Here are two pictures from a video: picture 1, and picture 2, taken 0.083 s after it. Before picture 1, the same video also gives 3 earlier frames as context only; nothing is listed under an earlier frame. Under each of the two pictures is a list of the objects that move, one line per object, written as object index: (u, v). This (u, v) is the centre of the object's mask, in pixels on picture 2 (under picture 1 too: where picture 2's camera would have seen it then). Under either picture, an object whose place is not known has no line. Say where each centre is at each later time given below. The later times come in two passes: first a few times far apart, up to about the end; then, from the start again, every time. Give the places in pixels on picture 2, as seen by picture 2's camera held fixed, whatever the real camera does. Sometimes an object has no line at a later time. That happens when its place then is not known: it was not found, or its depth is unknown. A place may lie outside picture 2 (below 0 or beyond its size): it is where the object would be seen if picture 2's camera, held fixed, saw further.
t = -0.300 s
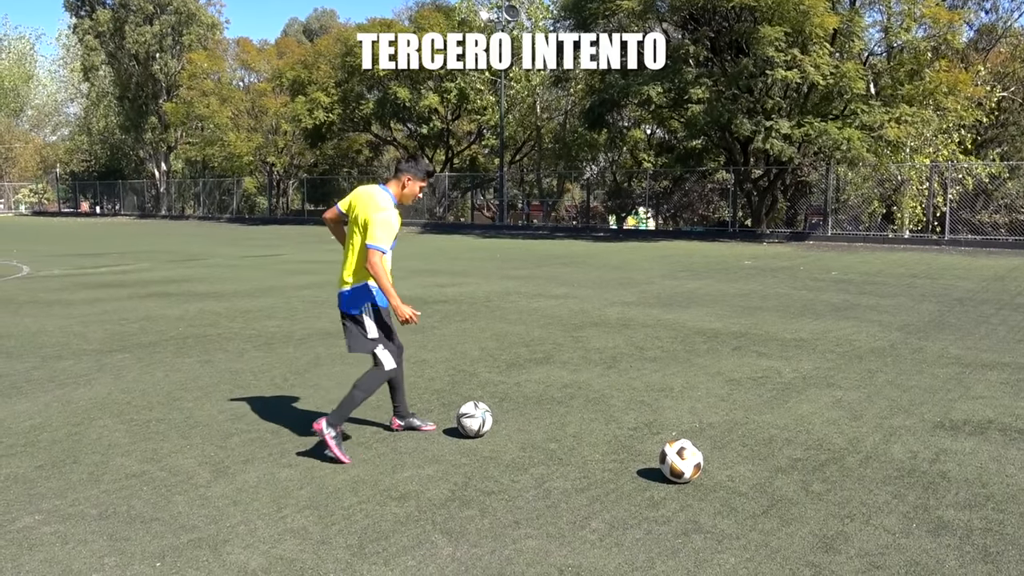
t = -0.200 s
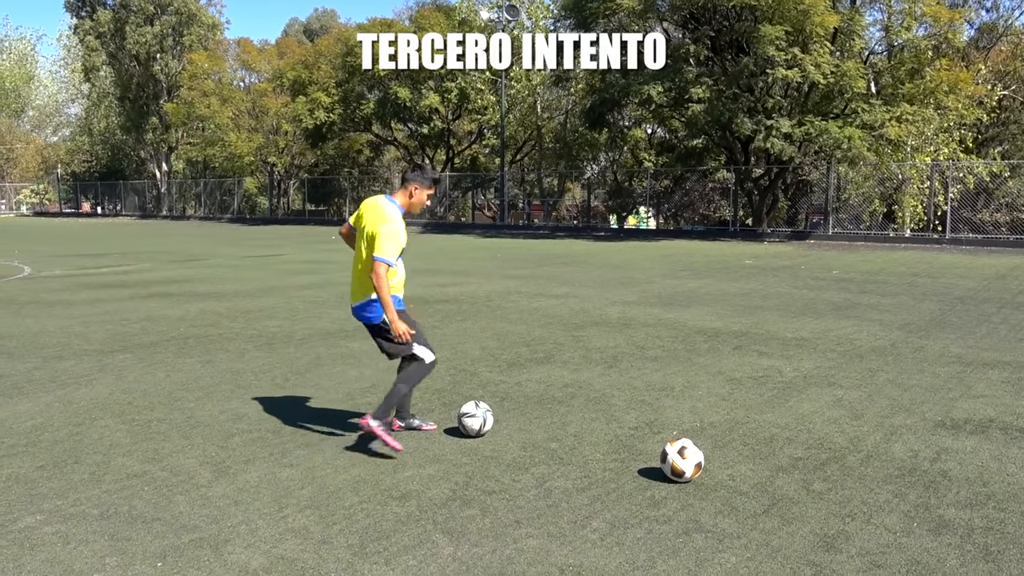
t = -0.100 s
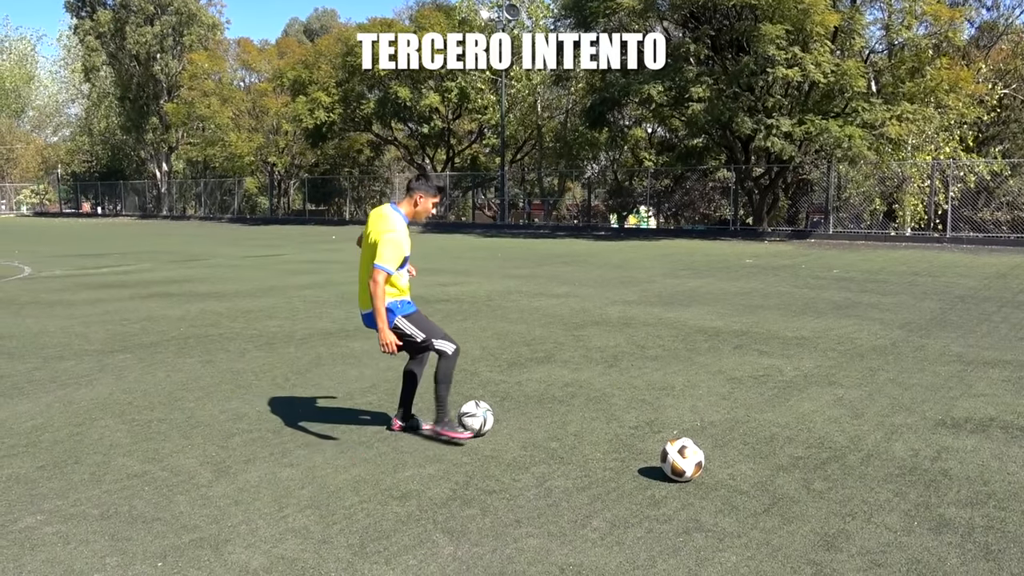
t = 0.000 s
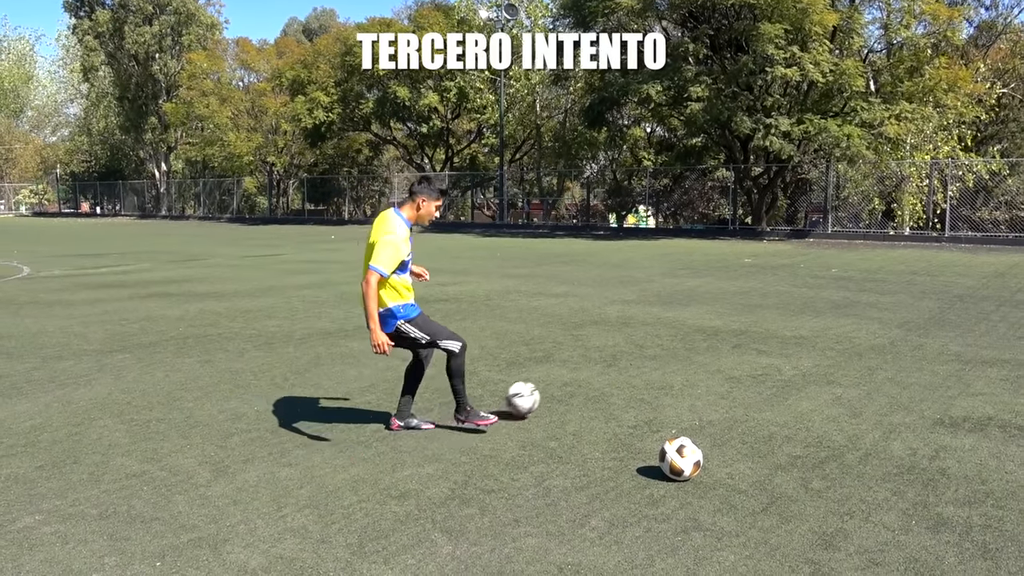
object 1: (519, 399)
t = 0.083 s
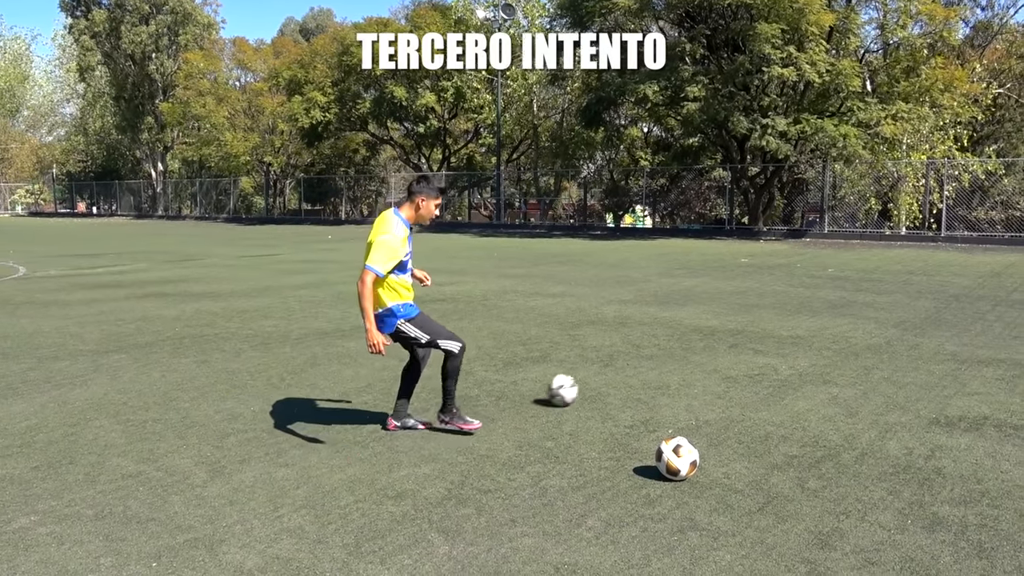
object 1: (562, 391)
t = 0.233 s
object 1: (619, 374)
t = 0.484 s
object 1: (680, 355)
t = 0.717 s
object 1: (723, 344)
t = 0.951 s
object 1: (760, 334)
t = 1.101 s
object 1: (781, 329)
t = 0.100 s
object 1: (569, 389)
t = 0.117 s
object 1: (576, 385)
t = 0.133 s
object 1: (583, 383)
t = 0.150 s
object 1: (589, 380)
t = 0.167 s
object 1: (595, 379)
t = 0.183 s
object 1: (601, 377)
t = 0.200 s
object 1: (608, 376)
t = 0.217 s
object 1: (613, 375)
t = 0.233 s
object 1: (619, 374)
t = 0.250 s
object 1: (624, 371)
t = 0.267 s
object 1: (629, 369)
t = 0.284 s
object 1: (633, 367)
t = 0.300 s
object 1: (638, 366)
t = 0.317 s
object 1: (642, 365)
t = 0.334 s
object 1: (647, 364)
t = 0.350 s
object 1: (651, 363)
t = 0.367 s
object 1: (655, 363)
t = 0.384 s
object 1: (659, 361)
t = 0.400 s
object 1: (663, 359)
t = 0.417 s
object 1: (666, 358)
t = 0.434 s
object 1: (670, 357)
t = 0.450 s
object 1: (673, 356)
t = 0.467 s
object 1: (676, 355)
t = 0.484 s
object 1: (680, 355)
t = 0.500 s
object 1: (683, 355)
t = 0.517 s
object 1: (687, 353)
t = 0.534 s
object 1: (690, 352)
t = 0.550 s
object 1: (693, 351)
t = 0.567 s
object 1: (696, 350)
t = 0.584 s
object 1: (699, 350)
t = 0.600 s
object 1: (702, 349)
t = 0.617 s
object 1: (705, 348)
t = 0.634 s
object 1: (708, 347)
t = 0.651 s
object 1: (711, 346)
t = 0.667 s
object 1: (715, 346)
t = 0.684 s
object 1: (717, 345)
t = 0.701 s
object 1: (720, 344)
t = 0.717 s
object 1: (723, 344)
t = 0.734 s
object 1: (726, 343)
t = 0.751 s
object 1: (729, 341)
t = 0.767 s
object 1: (731, 341)
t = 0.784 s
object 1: (734, 340)
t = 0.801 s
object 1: (737, 339)
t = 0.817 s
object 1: (739, 339)
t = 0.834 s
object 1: (742, 338)
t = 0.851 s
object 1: (745, 338)
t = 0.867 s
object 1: (747, 337)
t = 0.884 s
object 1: (750, 336)
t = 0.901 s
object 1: (753, 336)
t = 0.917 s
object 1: (755, 335)
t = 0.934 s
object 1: (758, 335)
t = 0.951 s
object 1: (760, 334)
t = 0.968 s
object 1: (762, 333)
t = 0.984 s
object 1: (765, 332)
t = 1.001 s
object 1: (767, 332)
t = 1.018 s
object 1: (769, 331)
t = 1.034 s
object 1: (772, 331)
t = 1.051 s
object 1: (774, 330)
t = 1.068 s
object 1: (776, 330)
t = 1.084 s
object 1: (779, 329)
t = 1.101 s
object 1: (781, 329)
